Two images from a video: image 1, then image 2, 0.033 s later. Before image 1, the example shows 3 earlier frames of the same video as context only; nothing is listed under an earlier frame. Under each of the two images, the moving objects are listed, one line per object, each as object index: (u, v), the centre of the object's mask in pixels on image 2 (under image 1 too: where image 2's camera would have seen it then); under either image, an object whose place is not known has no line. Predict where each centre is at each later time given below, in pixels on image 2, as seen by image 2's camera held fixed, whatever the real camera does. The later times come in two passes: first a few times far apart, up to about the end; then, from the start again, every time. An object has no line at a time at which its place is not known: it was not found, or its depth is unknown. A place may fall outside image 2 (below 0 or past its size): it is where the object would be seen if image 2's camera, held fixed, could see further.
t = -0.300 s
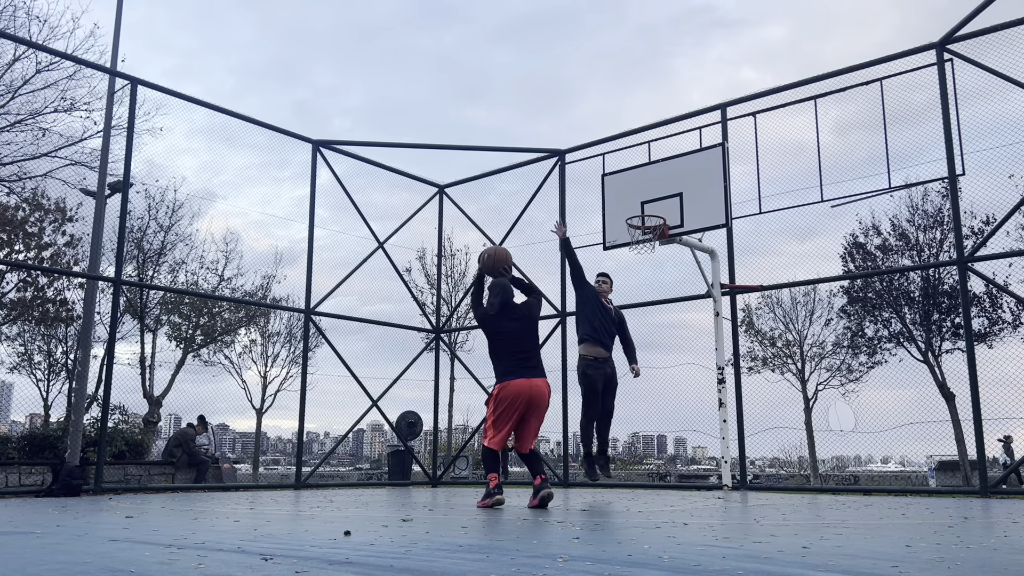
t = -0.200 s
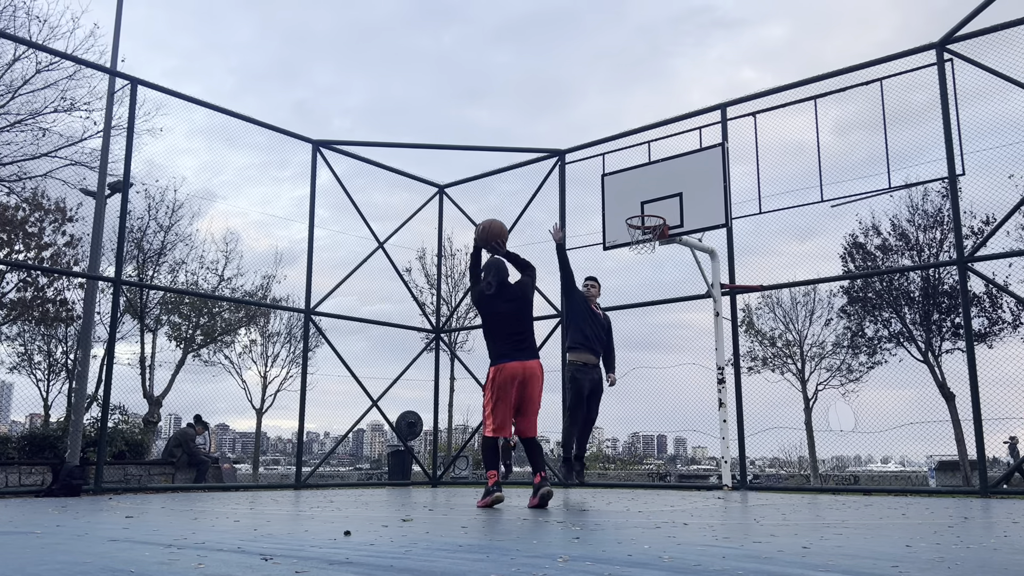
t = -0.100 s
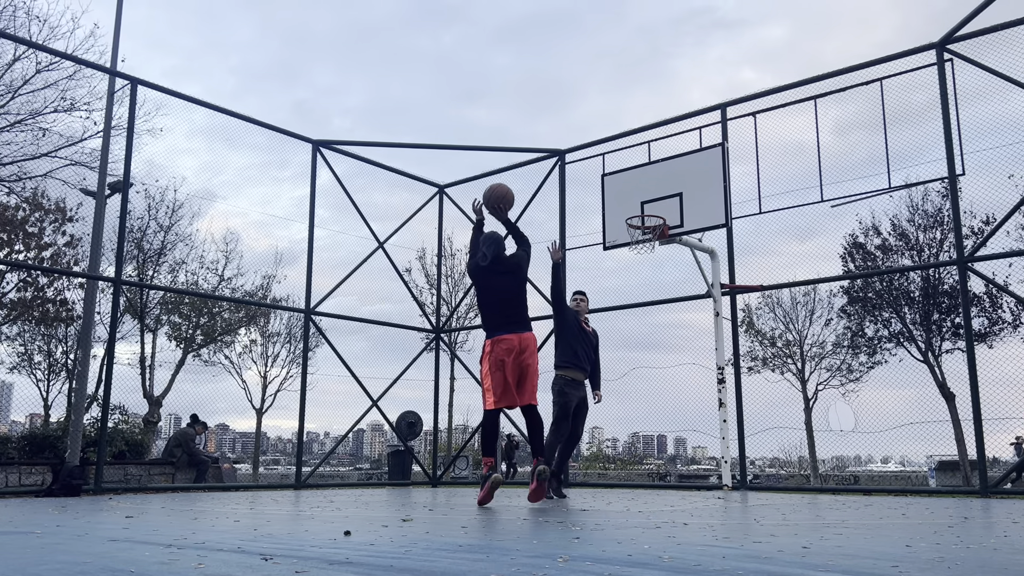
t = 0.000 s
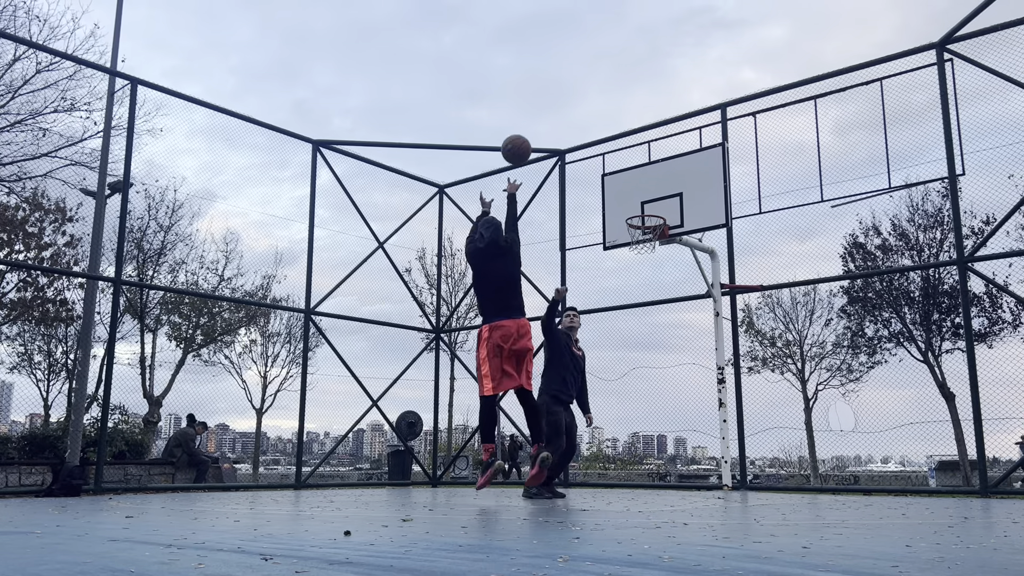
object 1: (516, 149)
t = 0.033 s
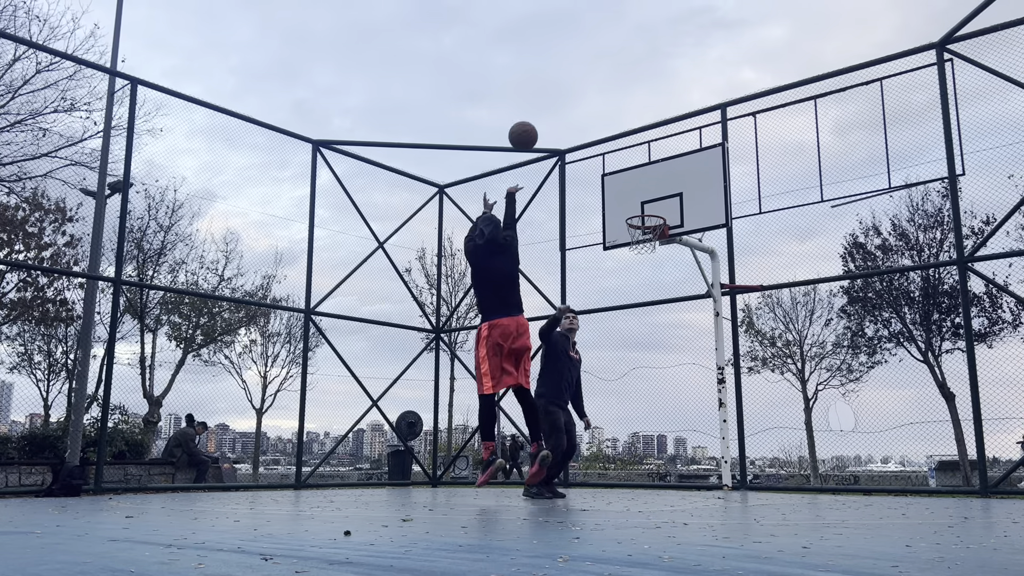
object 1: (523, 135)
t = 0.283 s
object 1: (565, 85)
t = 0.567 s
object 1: (600, 105)
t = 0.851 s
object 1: (627, 182)
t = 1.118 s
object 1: (663, 236)
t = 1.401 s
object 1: (683, 289)
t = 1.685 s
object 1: (707, 418)
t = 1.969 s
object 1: (720, 399)
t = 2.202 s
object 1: (725, 332)
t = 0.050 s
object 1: (526, 130)
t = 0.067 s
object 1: (529, 124)
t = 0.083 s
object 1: (533, 119)
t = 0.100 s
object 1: (536, 114)
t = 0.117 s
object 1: (539, 110)
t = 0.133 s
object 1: (542, 106)
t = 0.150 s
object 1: (544, 102)
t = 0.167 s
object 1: (547, 99)
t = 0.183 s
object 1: (550, 96)
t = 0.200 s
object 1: (553, 93)
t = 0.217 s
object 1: (555, 91)
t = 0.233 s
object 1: (558, 89)
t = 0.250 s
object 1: (560, 88)
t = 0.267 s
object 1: (563, 86)
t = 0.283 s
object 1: (565, 85)
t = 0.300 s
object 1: (568, 84)
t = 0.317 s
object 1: (570, 84)
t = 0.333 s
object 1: (572, 84)
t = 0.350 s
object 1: (574, 84)
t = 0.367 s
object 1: (577, 84)
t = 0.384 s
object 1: (579, 84)
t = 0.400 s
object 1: (581, 85)
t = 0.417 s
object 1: (583, 86)
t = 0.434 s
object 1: (585, 87)
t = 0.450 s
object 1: (587, 89)
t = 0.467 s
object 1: (589, 90)
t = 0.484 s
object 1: (591, 93)
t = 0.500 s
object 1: (593, 95)
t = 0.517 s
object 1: (595, 97)
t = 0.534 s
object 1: (596, 100)
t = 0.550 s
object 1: (598, 102)
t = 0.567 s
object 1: (600, 105)
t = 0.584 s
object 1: (602, 108)
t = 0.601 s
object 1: (604, 112)
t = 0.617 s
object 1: (605, 115)
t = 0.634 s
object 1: (607, 119)
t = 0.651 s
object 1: (609, 123)
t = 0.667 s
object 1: (610, 126)
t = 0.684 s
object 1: (612, 131)
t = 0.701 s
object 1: (613, 135)
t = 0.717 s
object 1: (615, 140)
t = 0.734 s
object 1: (617, 144)
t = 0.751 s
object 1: (618, 149)
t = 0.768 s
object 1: (620, 154)
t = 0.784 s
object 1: (621, 159)
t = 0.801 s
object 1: (623, 165)
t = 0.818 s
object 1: (624, 170)
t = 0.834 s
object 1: (626, 176)
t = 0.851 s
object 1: (627, 182)
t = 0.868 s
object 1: (628, 188)
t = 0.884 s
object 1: (630, 194)
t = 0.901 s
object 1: (631, 200)
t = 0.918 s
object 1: (632, 206)
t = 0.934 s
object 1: (634, 212)
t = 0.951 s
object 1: (635, 219)
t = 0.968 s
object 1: (639, 221)
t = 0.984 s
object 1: (643, 225)
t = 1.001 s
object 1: (646, 226)
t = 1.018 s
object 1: (649, 229)
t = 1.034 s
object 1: (652, 230)
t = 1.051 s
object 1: (657, 232)
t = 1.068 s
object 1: (658, 233)
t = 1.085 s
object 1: (660, 234)
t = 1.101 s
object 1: (662, 235)
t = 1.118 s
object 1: (663, 236)
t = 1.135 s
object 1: (664, 238)
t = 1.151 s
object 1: (665, 239)
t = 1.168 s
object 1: (666, 240)
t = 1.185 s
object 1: (667, 243)
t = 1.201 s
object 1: (669, 245)
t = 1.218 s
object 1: (670, 247)
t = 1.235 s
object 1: (671, 249)
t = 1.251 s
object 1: (672, 253)
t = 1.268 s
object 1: (673, 256)
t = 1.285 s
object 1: (675, 259)
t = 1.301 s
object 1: (676, 262)
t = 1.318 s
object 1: (677, 266)
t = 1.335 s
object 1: (678, 270)
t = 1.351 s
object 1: (679, 274)
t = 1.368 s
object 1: (680, 279)
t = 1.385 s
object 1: (682, 284)
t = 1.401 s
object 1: (683, 289)
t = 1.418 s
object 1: (684, 294)
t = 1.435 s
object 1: (685, 299)
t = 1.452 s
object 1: (687, 305)
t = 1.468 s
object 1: (688, 311)
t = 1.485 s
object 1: (690, 318)
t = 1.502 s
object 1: (691, 324)
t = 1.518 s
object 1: (692, 331)
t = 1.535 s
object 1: (694, 338)
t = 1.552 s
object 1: (695, 346)
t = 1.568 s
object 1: (697, 354)
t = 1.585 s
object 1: (698, 362)
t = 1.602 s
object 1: (699, 370)
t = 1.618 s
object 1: (701, 379)
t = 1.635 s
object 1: (703, 388)
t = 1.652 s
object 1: (704, 398)
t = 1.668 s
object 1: (706, 407)
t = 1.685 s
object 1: (707, 418)
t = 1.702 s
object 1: (709, 428)
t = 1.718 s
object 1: (711, 439)
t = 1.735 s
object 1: (712, 450)
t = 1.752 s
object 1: (714, 462)
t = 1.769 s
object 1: (716, 474)
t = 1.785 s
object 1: (718, 485)
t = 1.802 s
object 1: (718, 479)
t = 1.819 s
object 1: (718, 469)
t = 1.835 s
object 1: (718, 460)
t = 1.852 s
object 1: (719, 452)
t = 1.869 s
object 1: (719, 443)
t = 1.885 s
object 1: (719, 435)
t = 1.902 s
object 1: (719, 428)
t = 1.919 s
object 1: (719, 420)
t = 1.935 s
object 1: (719, 413)
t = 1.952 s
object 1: (720, 406)
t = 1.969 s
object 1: (720, 399)
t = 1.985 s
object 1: (720, 393)
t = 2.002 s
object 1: (720, 387)
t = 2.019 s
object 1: (721, 381)
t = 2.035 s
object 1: (721, 375)
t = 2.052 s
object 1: (721, 370)
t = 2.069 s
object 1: (722, 365)
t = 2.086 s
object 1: (722, 360)
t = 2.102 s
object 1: (722, 355)
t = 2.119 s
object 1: (722, 351)
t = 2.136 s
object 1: (723, 346)
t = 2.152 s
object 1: (723, 342)
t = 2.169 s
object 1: (724, 339)
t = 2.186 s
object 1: (724, 336)
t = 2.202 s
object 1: (725, 332)
